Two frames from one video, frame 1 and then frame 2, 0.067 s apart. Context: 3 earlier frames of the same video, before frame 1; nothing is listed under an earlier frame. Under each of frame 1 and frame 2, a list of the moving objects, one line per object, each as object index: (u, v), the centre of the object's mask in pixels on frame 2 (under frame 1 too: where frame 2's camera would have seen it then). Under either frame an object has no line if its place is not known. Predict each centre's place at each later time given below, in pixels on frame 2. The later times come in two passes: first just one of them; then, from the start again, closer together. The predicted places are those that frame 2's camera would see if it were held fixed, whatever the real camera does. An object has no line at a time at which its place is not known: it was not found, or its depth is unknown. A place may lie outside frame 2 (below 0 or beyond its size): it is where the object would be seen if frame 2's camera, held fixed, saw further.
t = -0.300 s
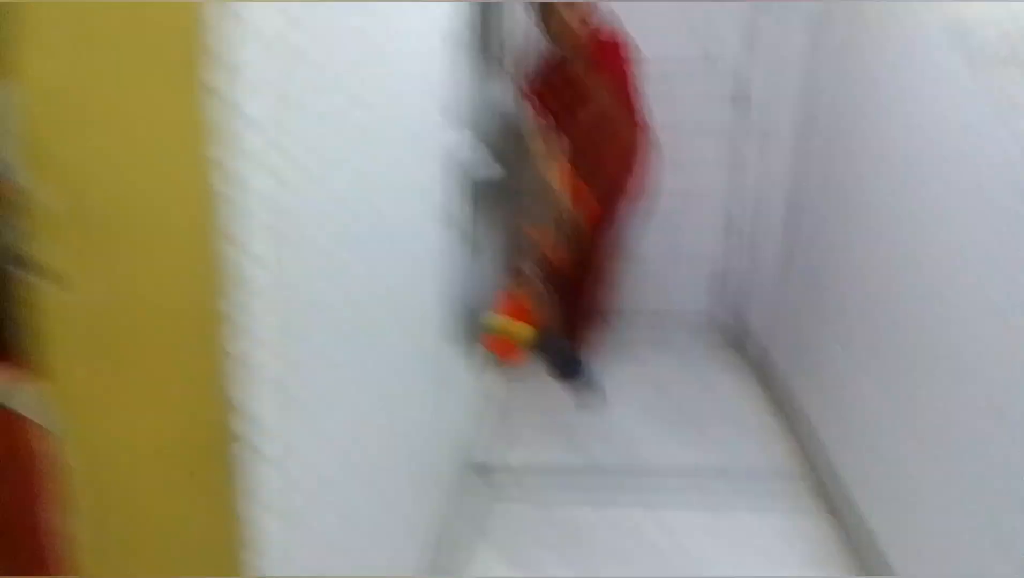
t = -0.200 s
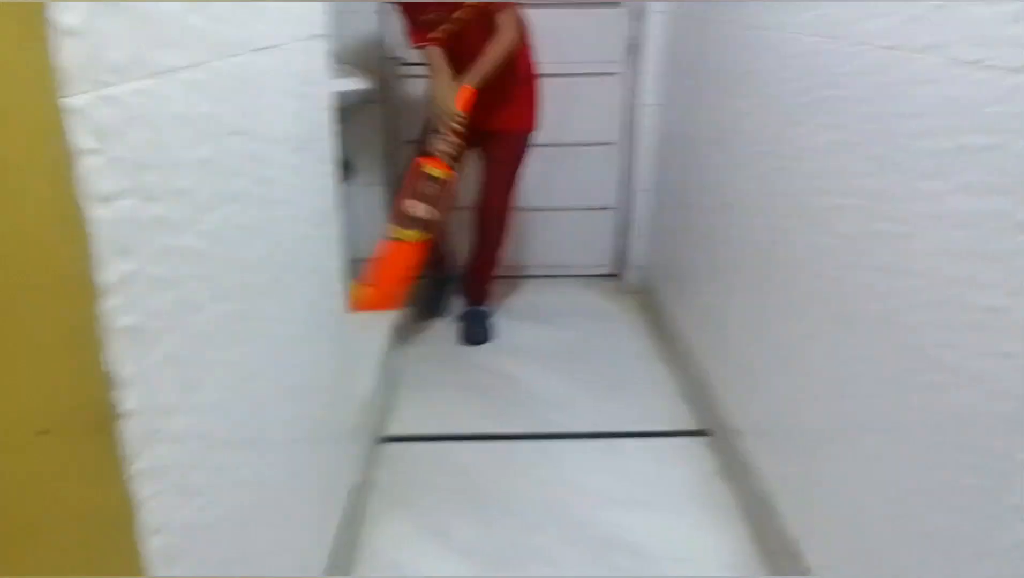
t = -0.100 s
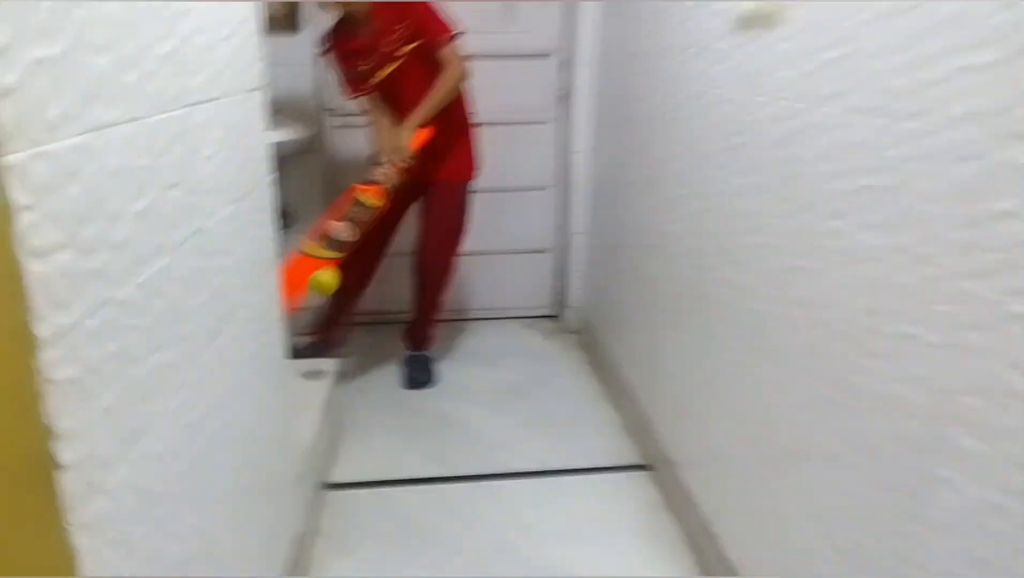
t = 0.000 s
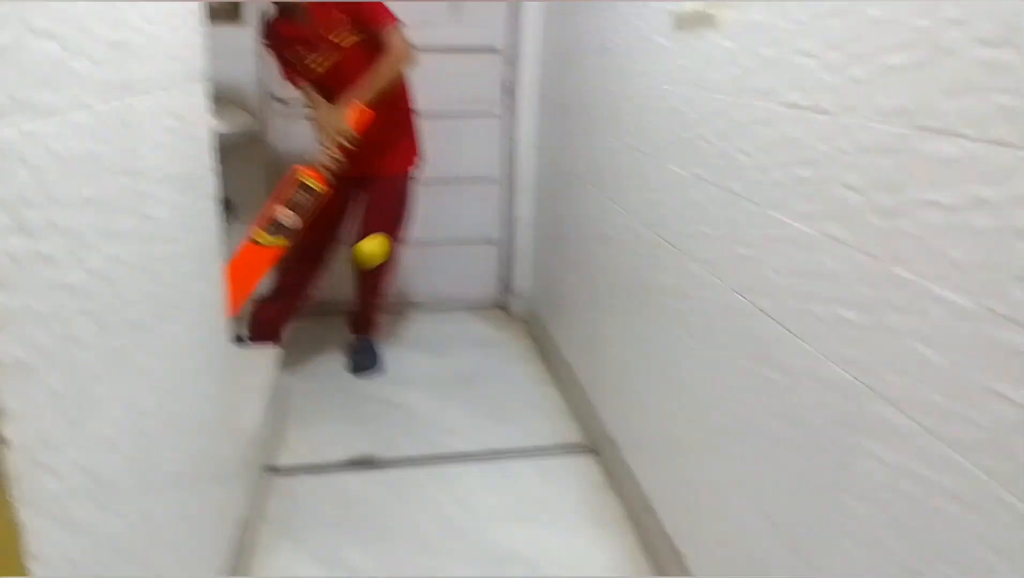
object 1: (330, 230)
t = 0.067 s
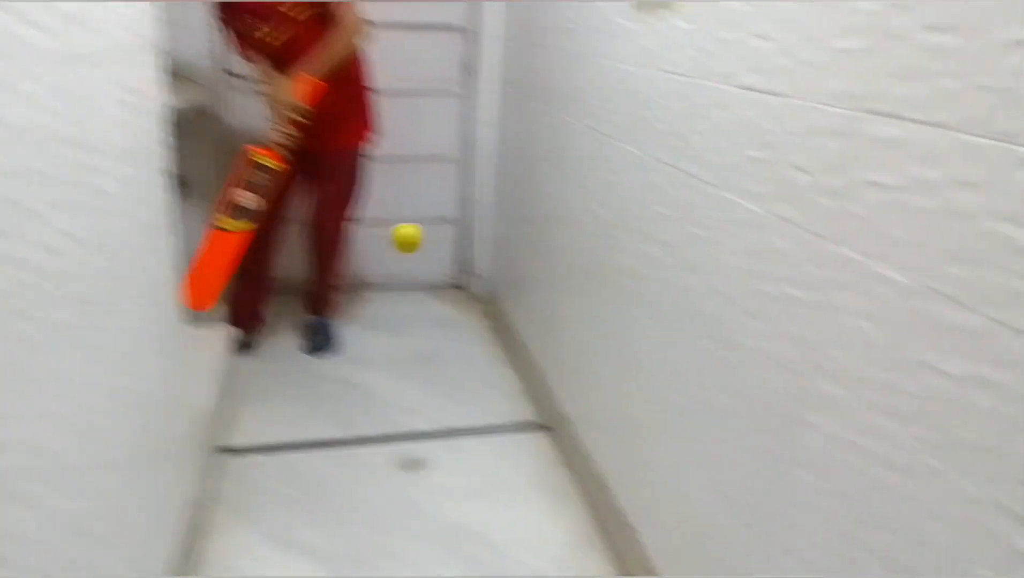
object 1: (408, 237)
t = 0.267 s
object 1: (566, 389)
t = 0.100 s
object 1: (450, 249)
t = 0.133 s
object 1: (492, 265)
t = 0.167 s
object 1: (534, 286)
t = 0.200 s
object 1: (588, 320)
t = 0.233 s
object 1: (599, 351)
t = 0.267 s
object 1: (566, 389)
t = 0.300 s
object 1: (540, 429)
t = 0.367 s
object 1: (483, 534)
